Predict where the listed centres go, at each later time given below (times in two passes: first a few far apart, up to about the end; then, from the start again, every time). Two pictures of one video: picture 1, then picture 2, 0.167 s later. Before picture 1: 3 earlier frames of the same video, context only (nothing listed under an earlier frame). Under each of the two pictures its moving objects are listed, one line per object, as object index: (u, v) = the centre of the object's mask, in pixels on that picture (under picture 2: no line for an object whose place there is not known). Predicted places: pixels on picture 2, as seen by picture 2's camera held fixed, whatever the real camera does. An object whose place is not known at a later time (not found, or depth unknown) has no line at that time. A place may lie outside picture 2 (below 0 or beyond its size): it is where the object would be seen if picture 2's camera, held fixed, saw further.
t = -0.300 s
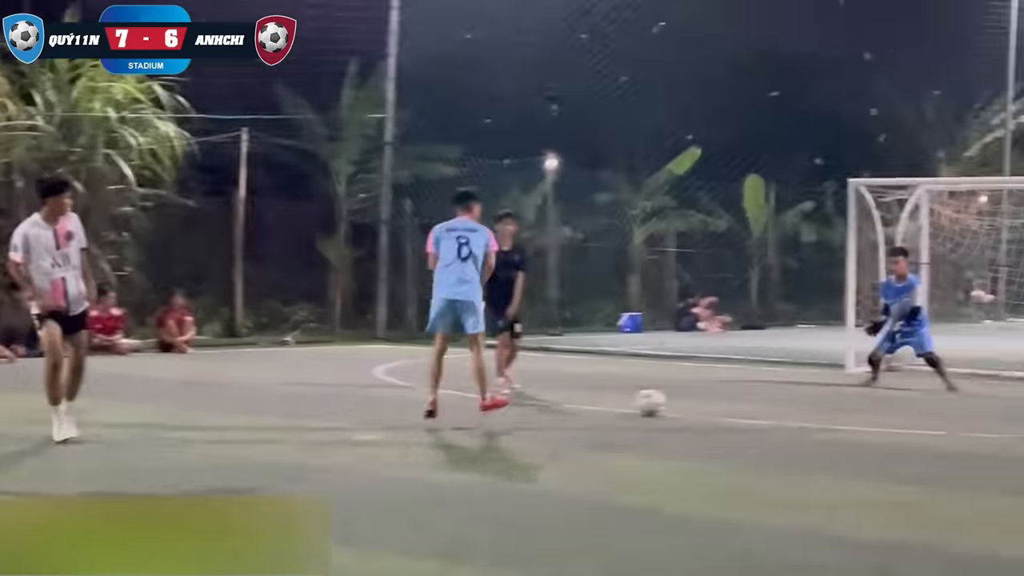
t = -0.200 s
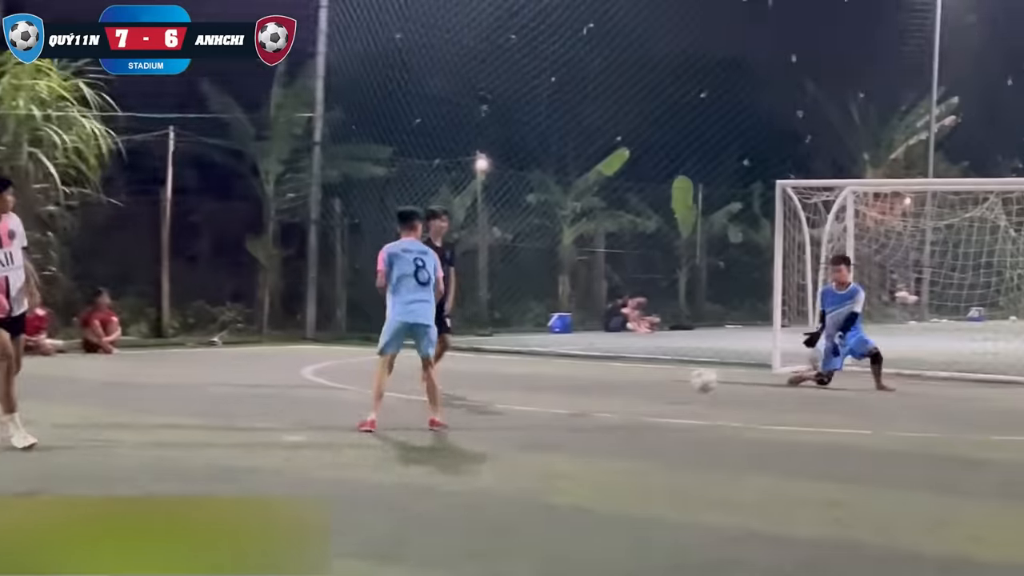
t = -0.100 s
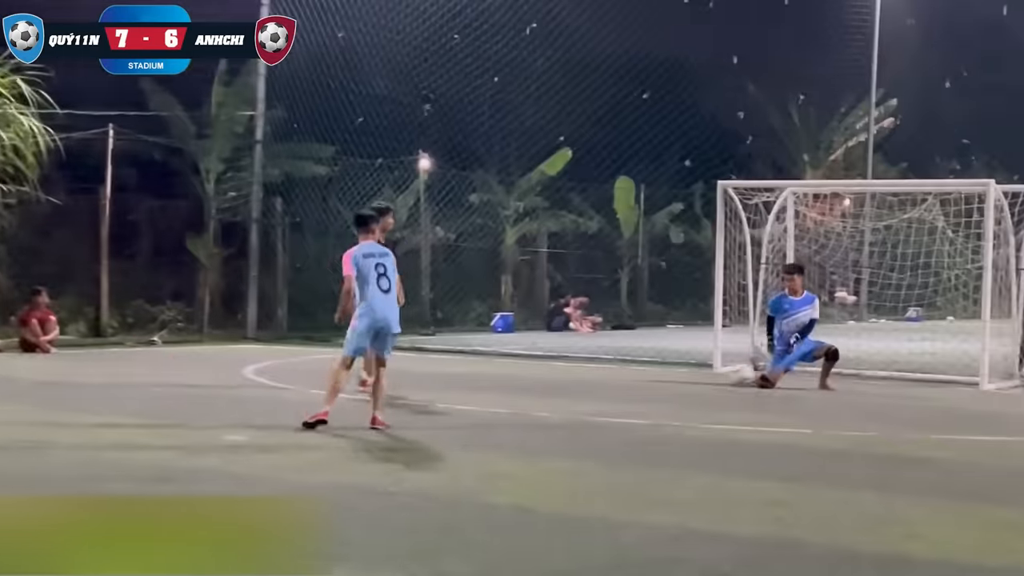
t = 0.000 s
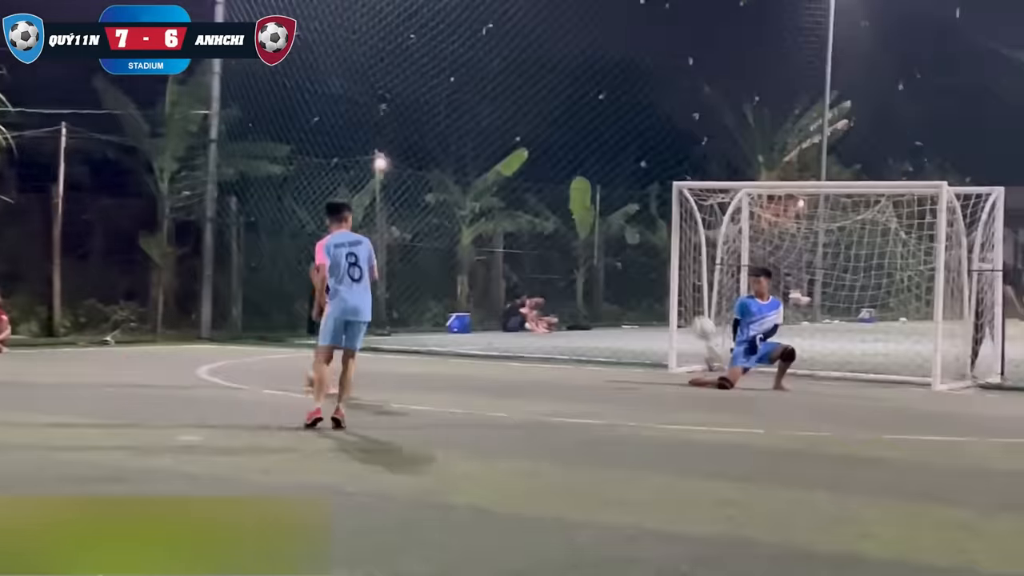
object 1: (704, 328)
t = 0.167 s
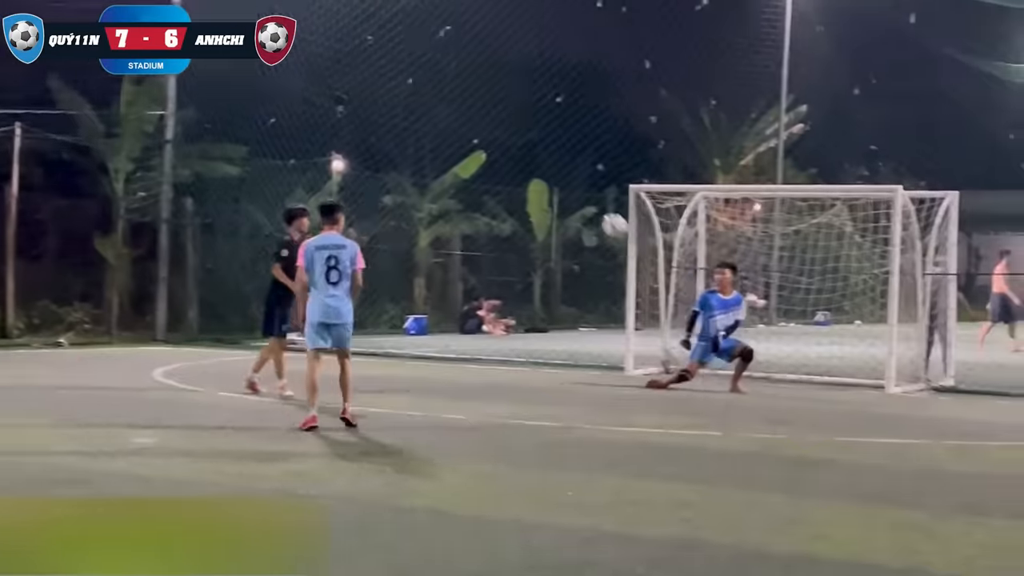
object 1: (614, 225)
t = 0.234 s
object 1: (595, 188)
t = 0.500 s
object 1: (514, 75)
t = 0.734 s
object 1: (432, 27)
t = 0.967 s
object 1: (333, 41)
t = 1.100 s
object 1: (267, 85)
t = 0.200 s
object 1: (605, 207)
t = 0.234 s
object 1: (595, 188)
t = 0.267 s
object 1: (586, 171)
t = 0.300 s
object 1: (575, 155)
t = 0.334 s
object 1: (565, 140)
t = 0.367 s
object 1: (555, 125)
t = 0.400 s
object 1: (545, 111)
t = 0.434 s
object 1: (535, 98)
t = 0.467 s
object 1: (524, 86)
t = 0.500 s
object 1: (514, 75)
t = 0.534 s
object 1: (502, 64)
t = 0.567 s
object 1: (491, 55)
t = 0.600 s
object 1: (480, 48)
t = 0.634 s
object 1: (467, 41)
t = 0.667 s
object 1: (456, 35)
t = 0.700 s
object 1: (444, 30)
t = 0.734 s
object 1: (432, 27)
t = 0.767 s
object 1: (419, 25)
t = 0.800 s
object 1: (405, 24)
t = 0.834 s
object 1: (391, 23)
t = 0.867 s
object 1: (378, 26)
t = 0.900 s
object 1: (364, 30)
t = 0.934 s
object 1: (348, 35)
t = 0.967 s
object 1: (333, 41)
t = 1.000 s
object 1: (318, 48)
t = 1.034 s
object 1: (301, 60)
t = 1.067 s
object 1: (285, 72)
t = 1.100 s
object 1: (267, 85)
